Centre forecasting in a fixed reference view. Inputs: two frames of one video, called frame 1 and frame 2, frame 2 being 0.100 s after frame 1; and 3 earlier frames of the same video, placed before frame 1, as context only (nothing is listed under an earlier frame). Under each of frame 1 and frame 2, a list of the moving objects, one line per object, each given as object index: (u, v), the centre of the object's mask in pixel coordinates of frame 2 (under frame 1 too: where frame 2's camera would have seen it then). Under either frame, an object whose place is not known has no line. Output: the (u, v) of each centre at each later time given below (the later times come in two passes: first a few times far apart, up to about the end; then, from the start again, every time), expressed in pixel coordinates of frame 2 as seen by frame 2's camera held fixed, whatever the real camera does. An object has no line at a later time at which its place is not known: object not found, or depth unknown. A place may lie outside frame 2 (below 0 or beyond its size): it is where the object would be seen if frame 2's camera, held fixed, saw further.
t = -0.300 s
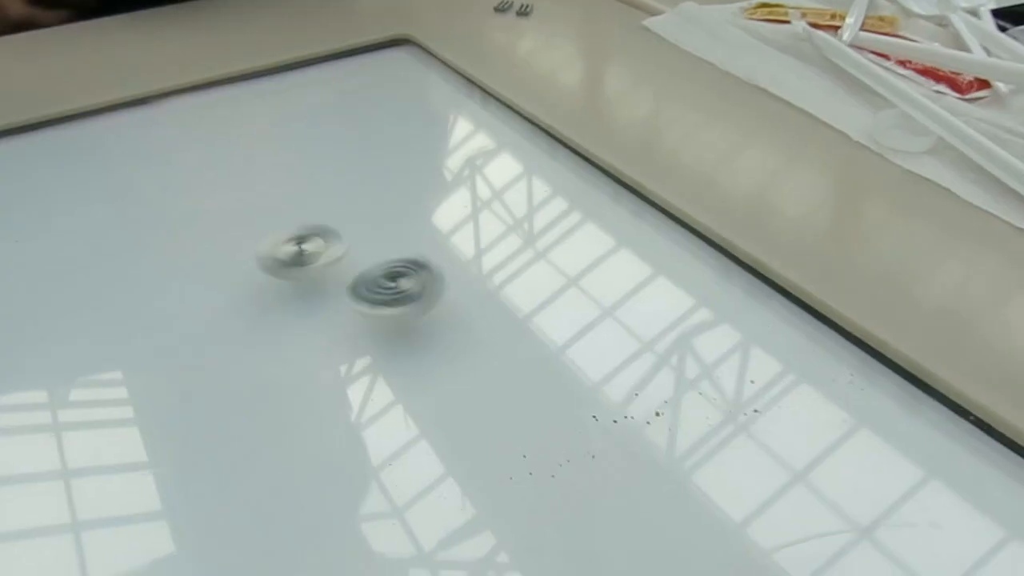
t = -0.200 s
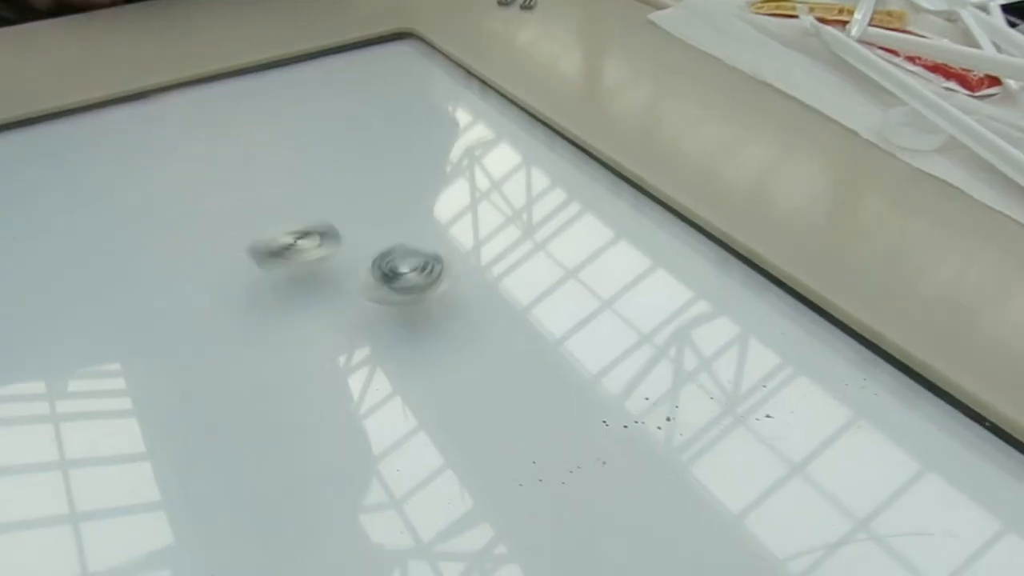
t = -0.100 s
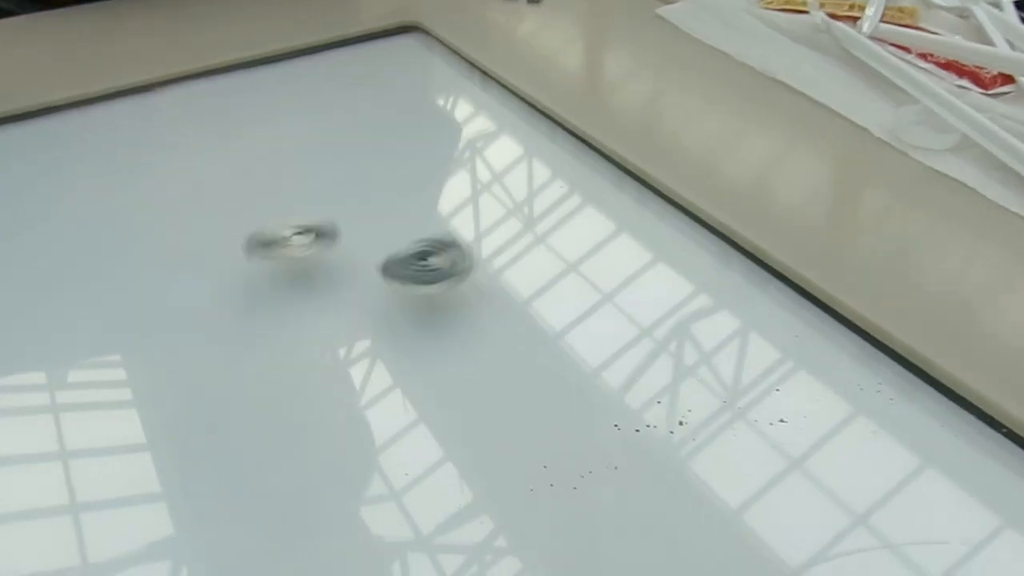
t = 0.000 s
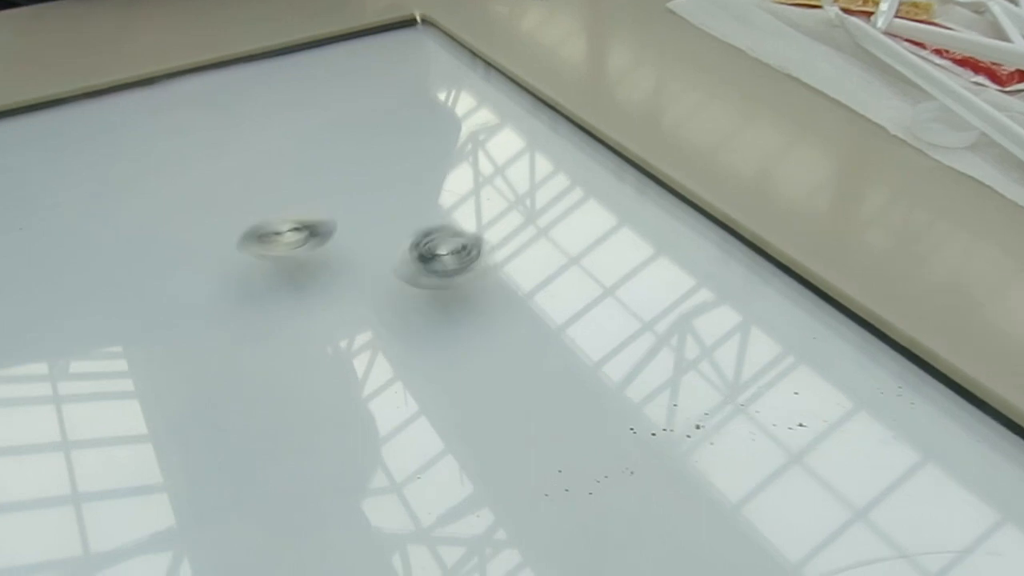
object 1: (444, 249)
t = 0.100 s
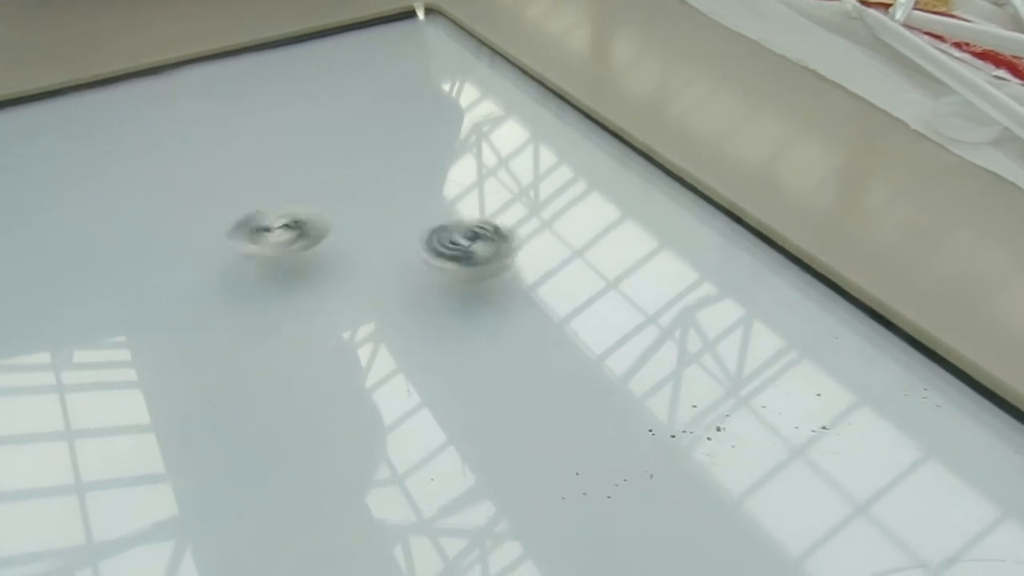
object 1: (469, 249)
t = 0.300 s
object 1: (495, 241)
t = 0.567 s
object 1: (530, 243)
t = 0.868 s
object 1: (536, 246)
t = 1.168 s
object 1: (544, 251)
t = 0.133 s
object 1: (474, 248)
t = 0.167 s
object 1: (479, 248)
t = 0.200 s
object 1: (482, 243)
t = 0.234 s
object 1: (484, 242)
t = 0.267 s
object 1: (490, 244)
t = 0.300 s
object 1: (495, 241)
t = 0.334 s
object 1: (506, 240)
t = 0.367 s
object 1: (510, 243)
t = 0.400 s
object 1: (514, 241)
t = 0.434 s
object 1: (513, 240)
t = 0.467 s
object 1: (522, 239)
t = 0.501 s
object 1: (526, 243)
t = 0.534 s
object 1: (526, 244)
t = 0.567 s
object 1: (530, 243)
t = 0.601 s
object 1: (531, 247)
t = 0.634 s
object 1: (530, 246)
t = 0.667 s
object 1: (531, 247)
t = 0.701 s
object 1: (537, 248)
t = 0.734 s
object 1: (536, 245)
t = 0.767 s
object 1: (537, 247)
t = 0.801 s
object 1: (540, 247)
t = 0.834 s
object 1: (538, 245)
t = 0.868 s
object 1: (536, 246)
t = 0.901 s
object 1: (540, 244)
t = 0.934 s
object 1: (539, 246)
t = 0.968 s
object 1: (538, 248)
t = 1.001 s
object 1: (544, 249)
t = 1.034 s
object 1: (541, 254)
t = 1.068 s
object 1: (541, 251)
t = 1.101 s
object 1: (546, 254)
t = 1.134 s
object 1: (542, 257)
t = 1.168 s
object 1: (544, 251)
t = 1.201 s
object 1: (545, 256)
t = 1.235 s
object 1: (540, 254)
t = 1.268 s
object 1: (547, 254)
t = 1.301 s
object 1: (549, 261)
